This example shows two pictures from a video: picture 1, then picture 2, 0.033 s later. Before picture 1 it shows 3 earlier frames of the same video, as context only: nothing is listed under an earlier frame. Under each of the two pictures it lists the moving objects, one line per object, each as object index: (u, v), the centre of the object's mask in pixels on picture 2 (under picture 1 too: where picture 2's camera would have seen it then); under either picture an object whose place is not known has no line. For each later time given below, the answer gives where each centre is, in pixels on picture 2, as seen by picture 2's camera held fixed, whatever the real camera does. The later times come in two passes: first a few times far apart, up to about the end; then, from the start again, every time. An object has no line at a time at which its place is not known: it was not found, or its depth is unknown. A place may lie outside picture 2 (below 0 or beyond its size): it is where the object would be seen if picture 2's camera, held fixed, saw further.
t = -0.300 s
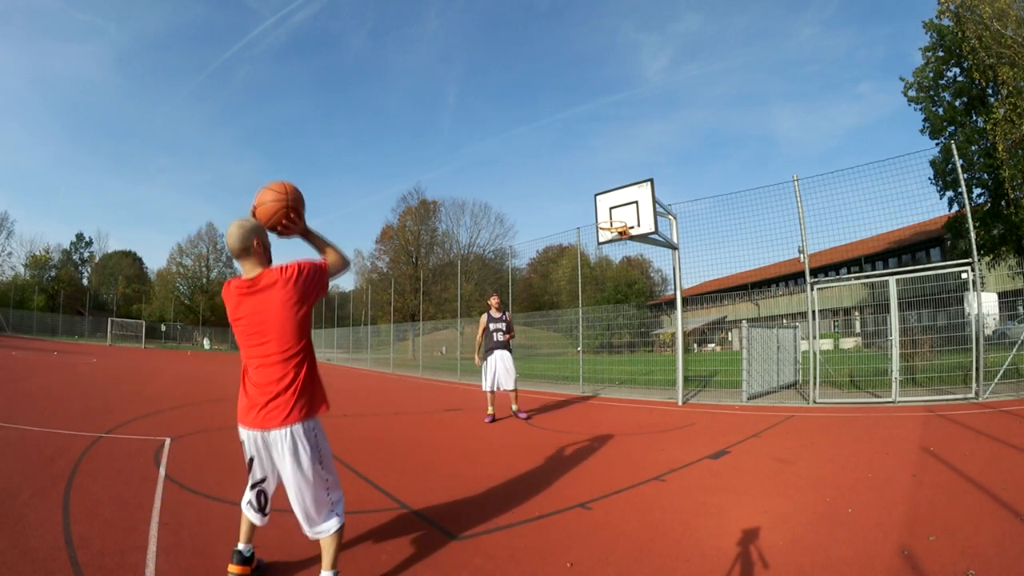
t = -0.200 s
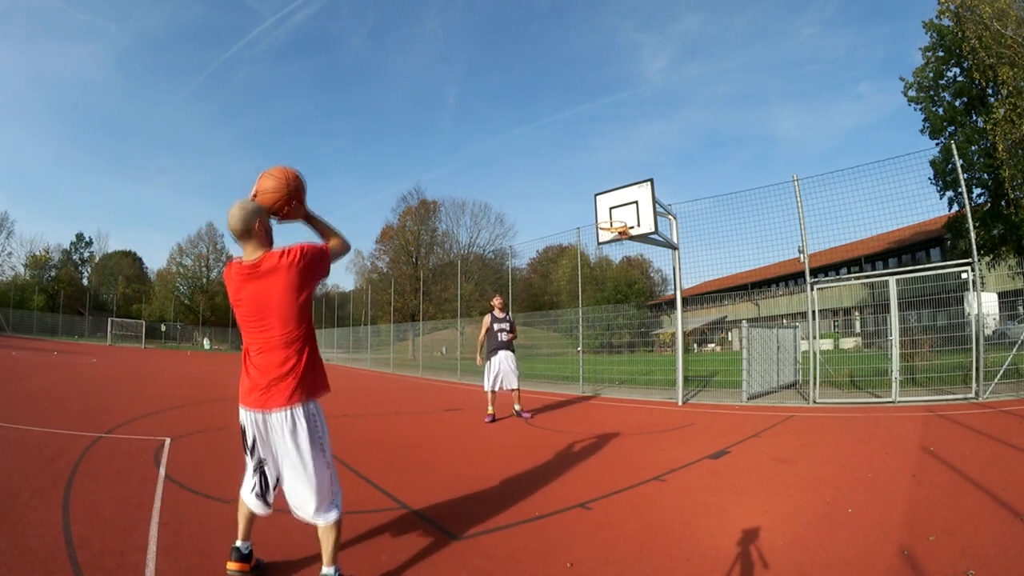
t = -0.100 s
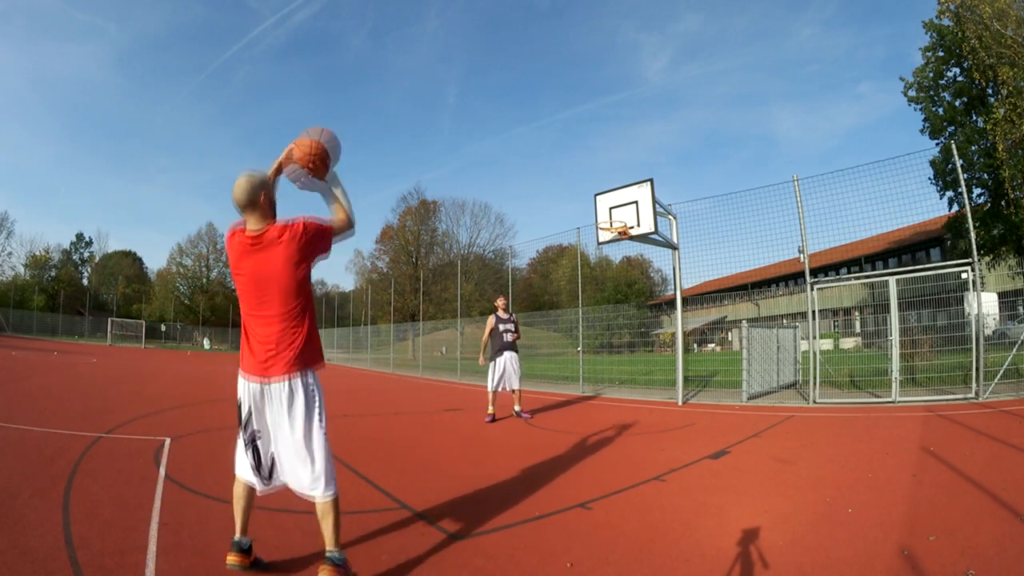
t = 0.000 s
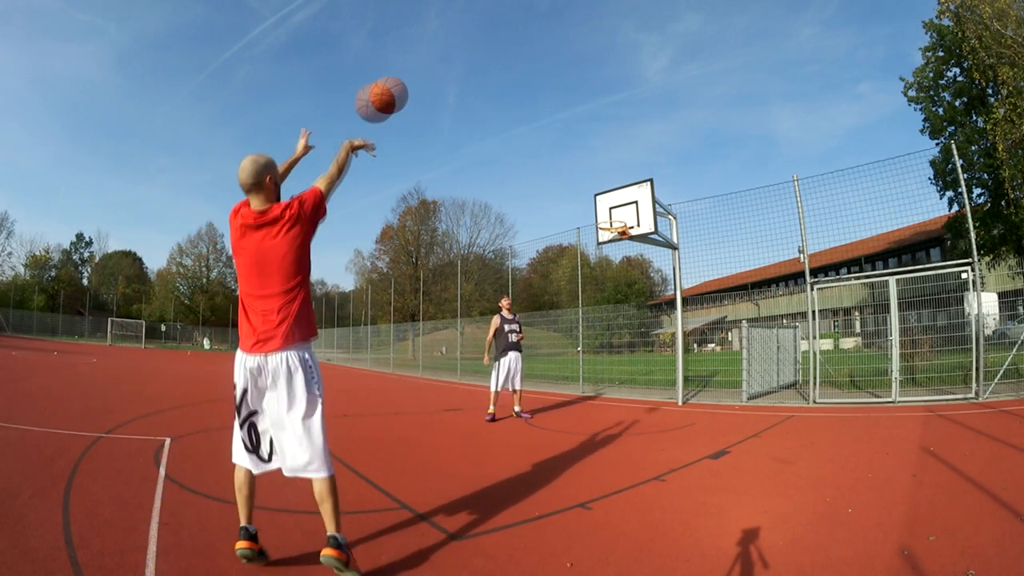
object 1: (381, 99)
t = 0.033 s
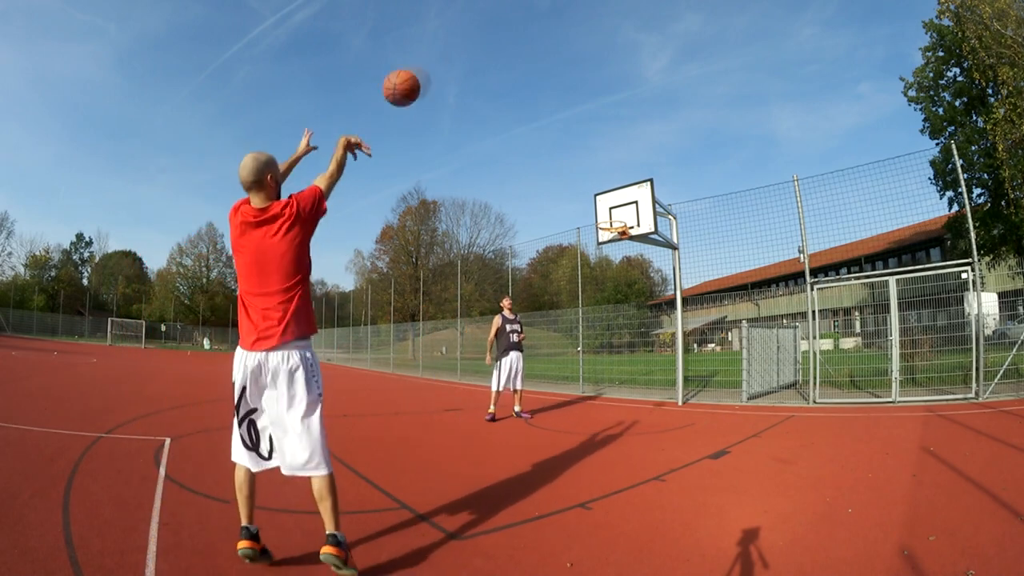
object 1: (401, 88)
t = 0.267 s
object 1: (499, 66)
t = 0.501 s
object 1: (550, 94)
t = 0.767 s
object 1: (590, 158)
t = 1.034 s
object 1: (614, 225)
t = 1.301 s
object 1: (598, 205)
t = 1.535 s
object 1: (597, 216)
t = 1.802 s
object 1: (596, 276)
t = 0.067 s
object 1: (423, 78)
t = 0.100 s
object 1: (438, 73)
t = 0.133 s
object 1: (452, 69)
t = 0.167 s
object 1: (467, 66)
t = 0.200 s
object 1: (478, 65)
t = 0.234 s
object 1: (489, 65)
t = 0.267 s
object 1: (499, 66)
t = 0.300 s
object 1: (507, 68)
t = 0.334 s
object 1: (515, 71)
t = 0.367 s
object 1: (524, 75)
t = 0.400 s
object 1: (531, 79)
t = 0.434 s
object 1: (537, 83)
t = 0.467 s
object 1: (544, 89)
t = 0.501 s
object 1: (550, 94)
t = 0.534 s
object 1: (555, 100)
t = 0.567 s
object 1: (562, 108)
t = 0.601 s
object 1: (567, 115)
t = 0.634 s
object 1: (571, 122)
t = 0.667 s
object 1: (577, 131)
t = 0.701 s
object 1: (582, 140)
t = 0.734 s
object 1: (585, 148)
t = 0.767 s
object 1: (590, 158)
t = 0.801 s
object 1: (594, 167)
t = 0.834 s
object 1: (597, 176)
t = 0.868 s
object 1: (602, 188)
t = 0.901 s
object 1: (605, 199)
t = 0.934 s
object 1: (608, 209)
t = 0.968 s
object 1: (612, 217)
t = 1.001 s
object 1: (613, 223)
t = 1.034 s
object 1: (614, 225)
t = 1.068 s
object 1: (609, 221)
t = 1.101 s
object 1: (603, 218)
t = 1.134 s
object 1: (601, 216)
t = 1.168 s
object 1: (601, 213)
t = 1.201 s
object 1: (600, 210)
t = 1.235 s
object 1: (599, 207)
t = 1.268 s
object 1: (599, 206)
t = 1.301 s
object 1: (598, 205)
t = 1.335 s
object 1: (598, 204)
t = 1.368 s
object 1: (598, 205)
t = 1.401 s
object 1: (597, 205)
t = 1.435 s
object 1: (597, 207)
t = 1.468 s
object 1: (597, 210)
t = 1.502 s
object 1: (597, 212)
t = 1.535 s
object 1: (597, 216)
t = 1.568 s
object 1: (596, 221)
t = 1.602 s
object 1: (596, 227)
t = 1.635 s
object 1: (596, 232)
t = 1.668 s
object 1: (596, 240)
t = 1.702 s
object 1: (596, 248)
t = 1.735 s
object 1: (596, 255)
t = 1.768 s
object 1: (596, 266)
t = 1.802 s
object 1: (596, 276)
